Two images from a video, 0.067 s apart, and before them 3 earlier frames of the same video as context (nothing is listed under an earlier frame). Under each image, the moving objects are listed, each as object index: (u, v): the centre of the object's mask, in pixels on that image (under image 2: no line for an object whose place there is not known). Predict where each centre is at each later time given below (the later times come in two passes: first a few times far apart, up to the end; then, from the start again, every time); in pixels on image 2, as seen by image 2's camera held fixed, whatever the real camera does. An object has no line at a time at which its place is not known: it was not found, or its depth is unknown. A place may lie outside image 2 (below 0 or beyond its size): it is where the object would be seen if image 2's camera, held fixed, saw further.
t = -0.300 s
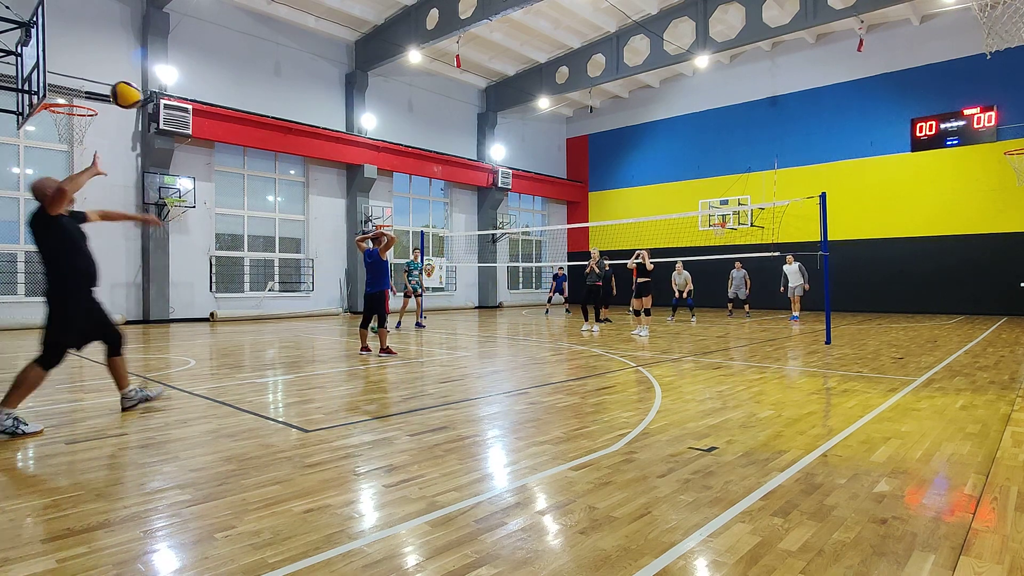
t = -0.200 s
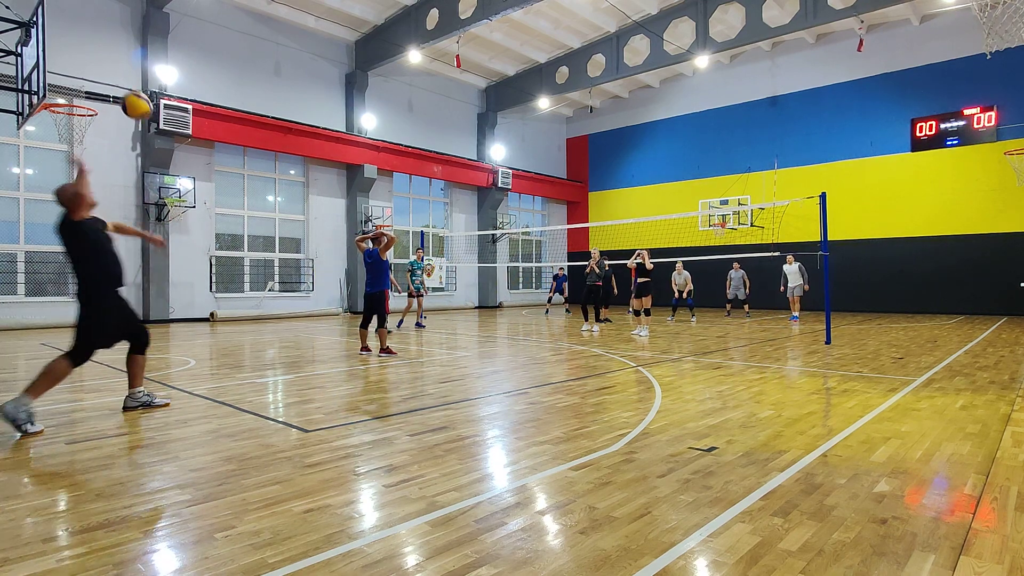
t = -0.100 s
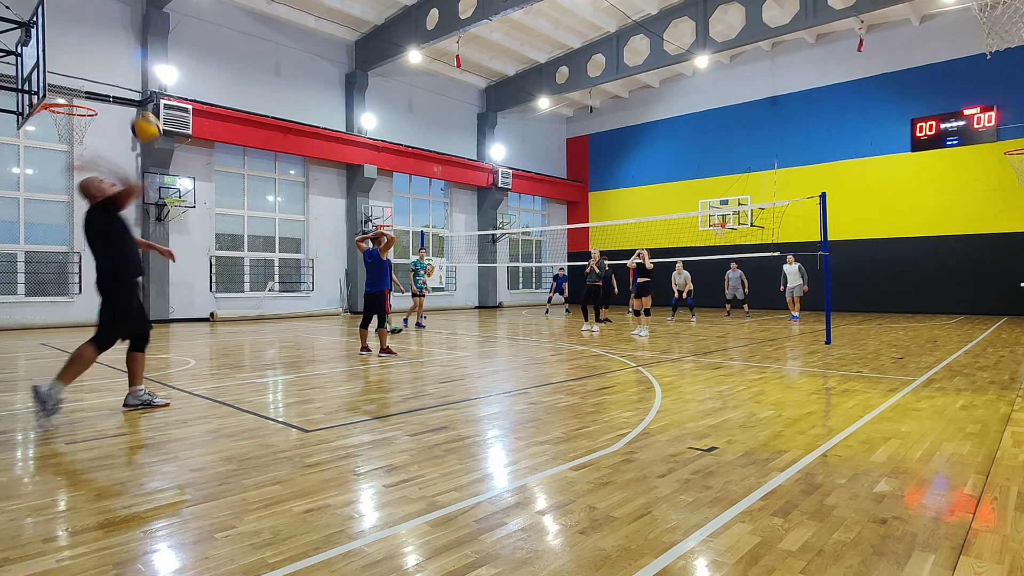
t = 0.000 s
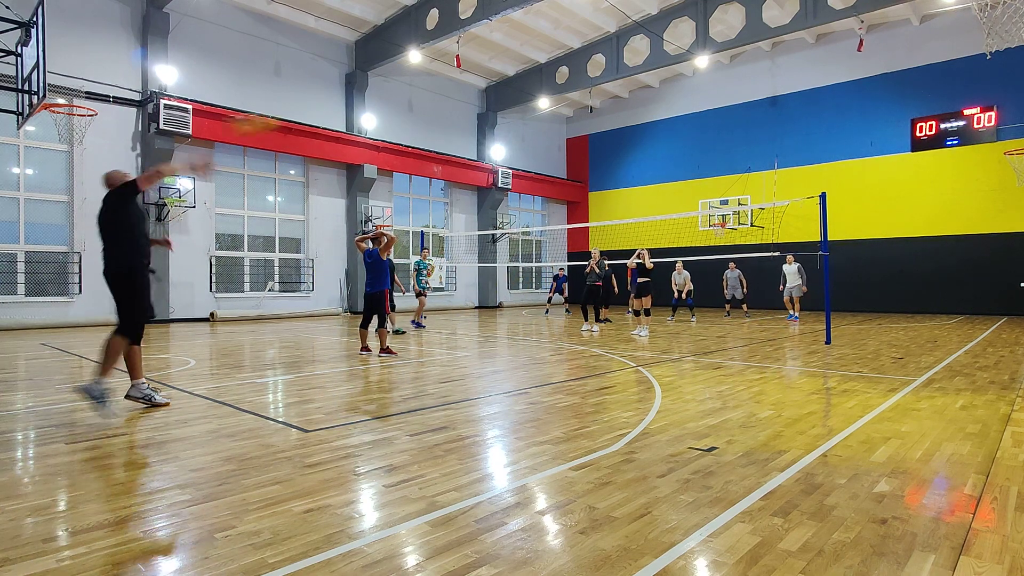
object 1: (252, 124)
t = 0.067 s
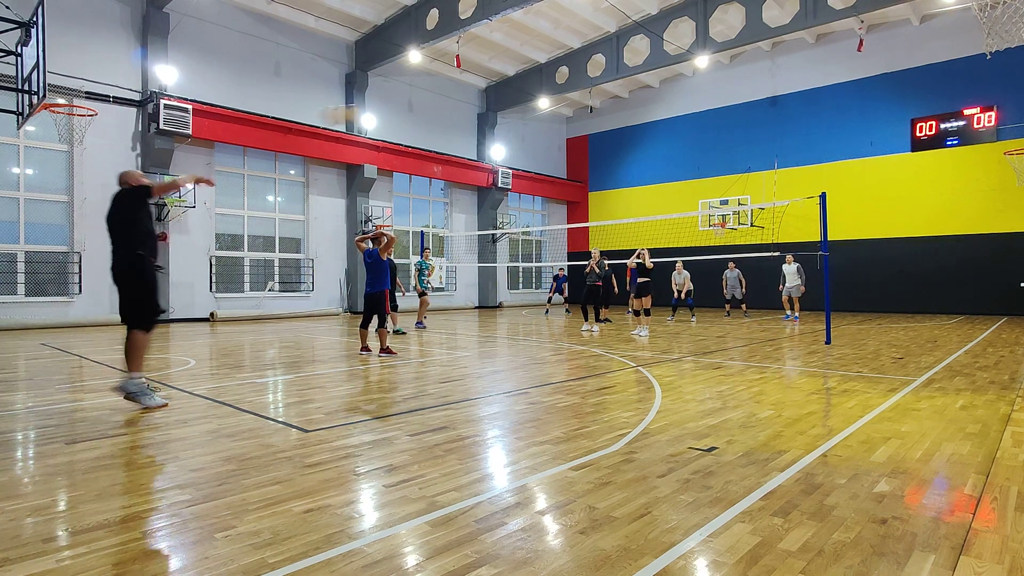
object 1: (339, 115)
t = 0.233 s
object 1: (478, 113)
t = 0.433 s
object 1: (565, 130)
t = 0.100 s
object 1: (377, 111)
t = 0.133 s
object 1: (406, 111)
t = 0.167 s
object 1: (433, 111)
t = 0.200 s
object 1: (456, 111)
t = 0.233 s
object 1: (478, 113)
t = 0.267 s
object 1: (495, 115)
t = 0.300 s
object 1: (510, 117)
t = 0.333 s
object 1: (526, 120)
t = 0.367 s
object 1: (542, 124)
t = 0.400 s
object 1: (553, 127)
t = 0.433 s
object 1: (565, 130)
